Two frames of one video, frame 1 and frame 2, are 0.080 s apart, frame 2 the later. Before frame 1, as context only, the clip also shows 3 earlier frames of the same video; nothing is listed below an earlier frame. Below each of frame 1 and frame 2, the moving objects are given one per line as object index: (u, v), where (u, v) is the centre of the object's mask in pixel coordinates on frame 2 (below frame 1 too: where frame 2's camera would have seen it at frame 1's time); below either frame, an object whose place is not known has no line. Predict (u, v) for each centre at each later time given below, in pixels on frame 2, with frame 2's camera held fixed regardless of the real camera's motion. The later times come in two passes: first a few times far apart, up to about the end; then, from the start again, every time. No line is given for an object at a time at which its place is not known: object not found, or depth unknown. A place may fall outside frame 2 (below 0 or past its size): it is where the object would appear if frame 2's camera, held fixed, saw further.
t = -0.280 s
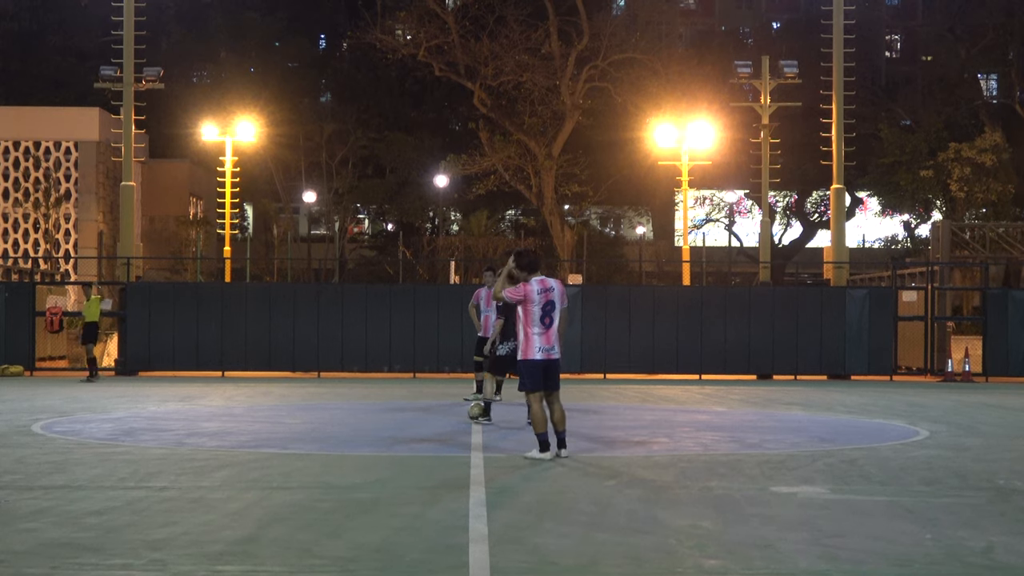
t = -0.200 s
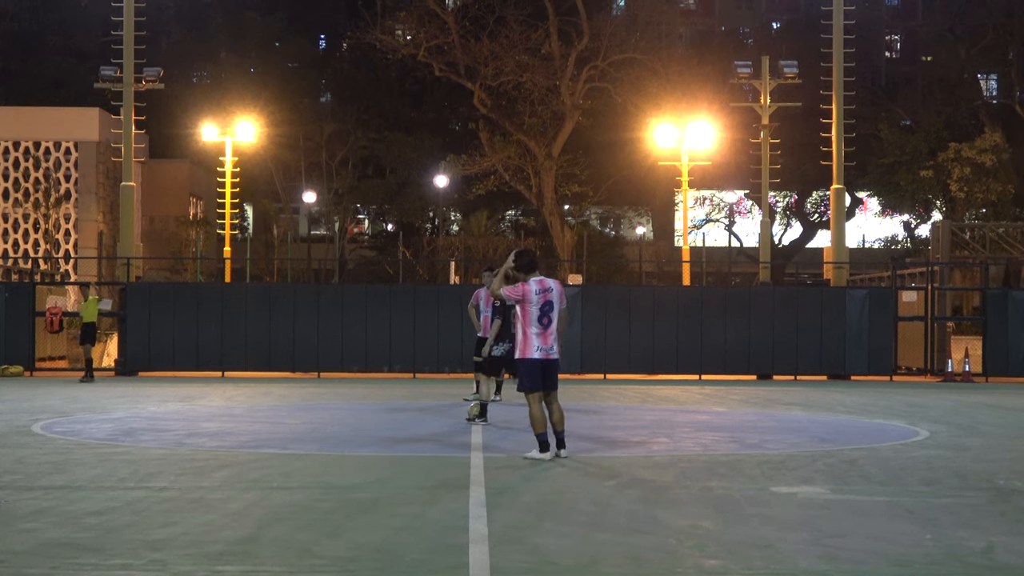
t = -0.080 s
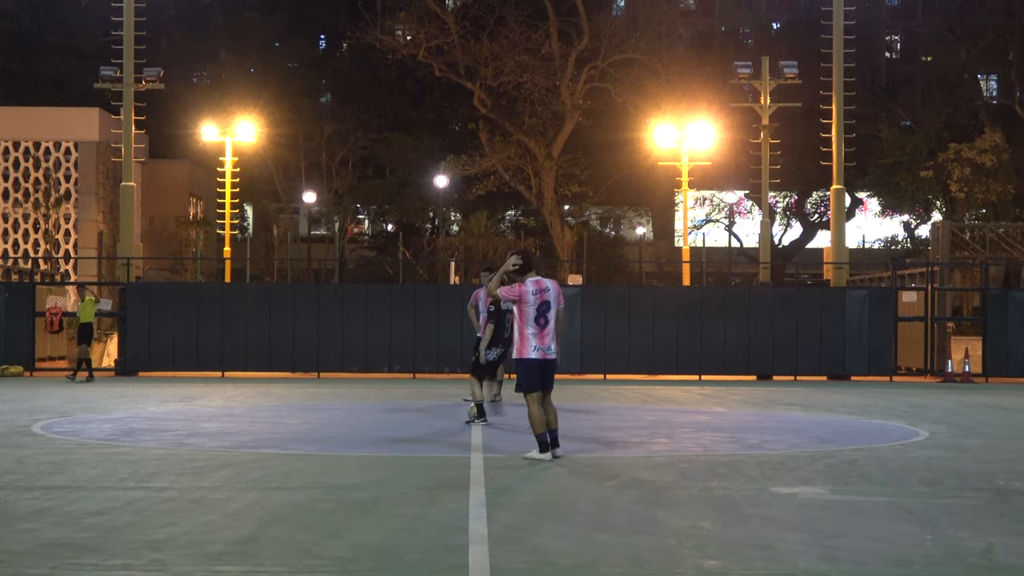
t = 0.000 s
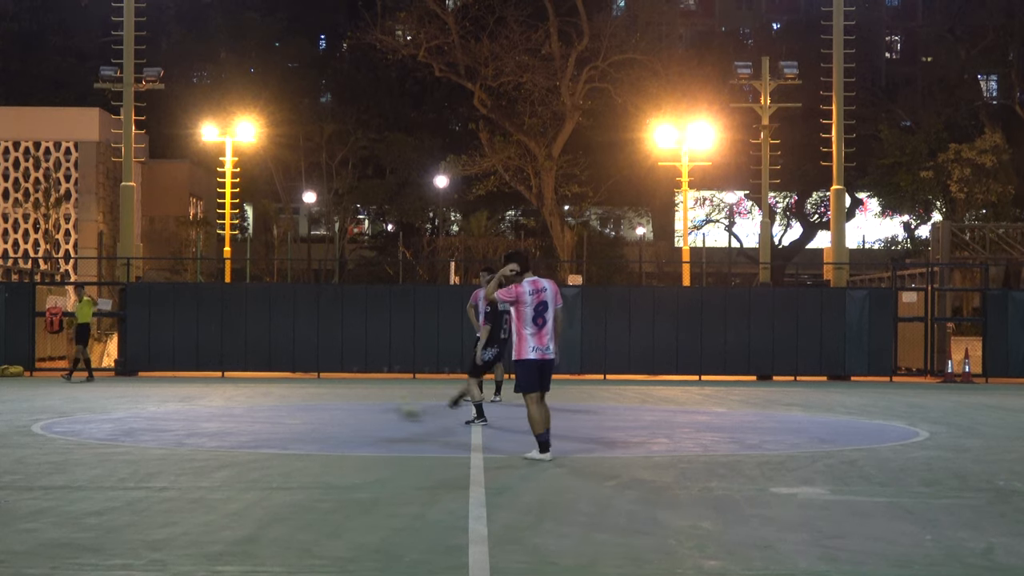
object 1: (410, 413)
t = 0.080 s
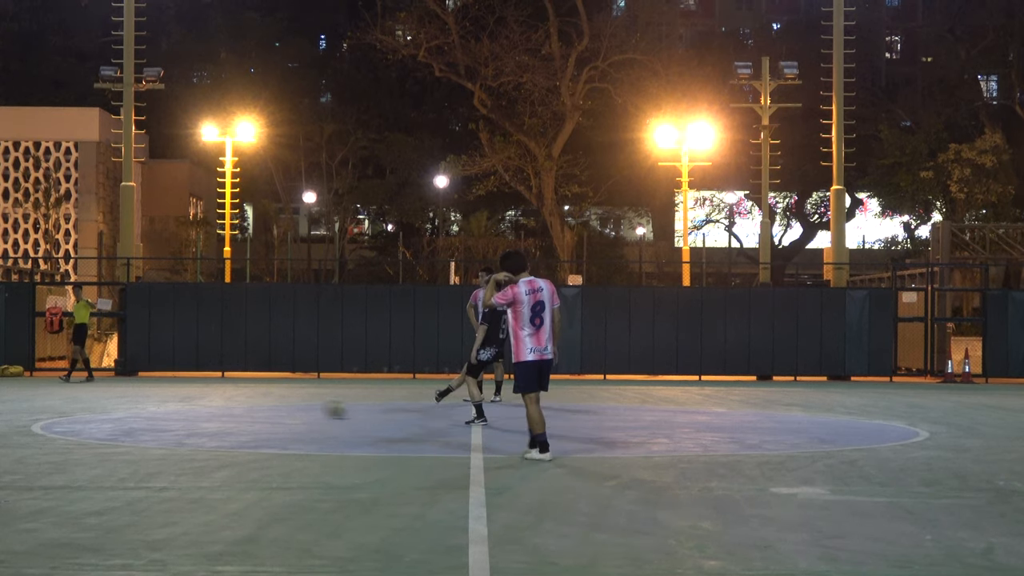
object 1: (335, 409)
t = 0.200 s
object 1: (237, 406)
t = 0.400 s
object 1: (109, 401)
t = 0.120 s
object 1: (301, 408)
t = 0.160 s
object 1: (268, 407)
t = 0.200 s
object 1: (237, 406)
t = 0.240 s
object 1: (209, 405)
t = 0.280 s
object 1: (180, 404)
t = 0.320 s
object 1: (154, 403)
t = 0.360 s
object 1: (131, 402)
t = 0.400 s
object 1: (109, 401)
